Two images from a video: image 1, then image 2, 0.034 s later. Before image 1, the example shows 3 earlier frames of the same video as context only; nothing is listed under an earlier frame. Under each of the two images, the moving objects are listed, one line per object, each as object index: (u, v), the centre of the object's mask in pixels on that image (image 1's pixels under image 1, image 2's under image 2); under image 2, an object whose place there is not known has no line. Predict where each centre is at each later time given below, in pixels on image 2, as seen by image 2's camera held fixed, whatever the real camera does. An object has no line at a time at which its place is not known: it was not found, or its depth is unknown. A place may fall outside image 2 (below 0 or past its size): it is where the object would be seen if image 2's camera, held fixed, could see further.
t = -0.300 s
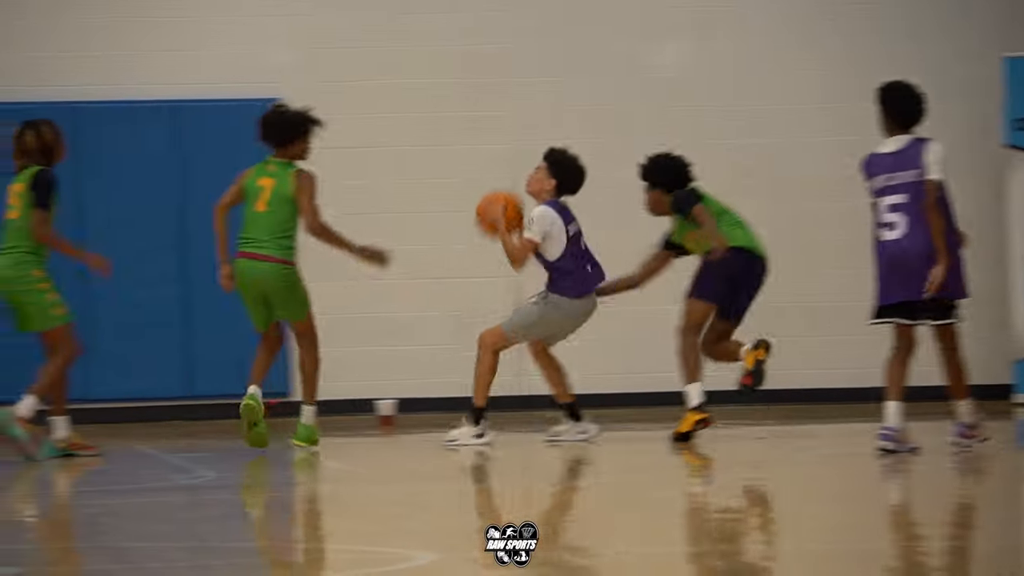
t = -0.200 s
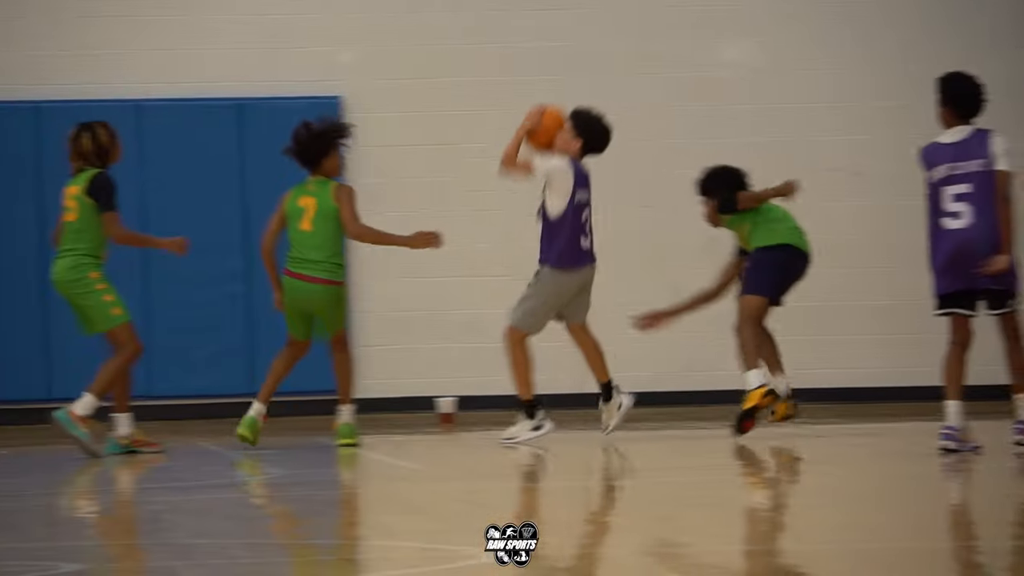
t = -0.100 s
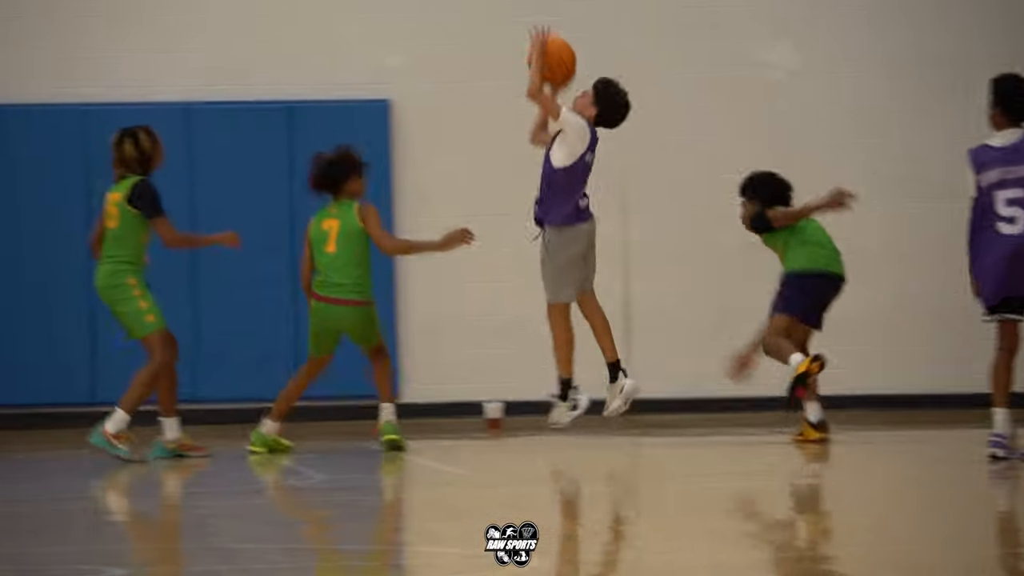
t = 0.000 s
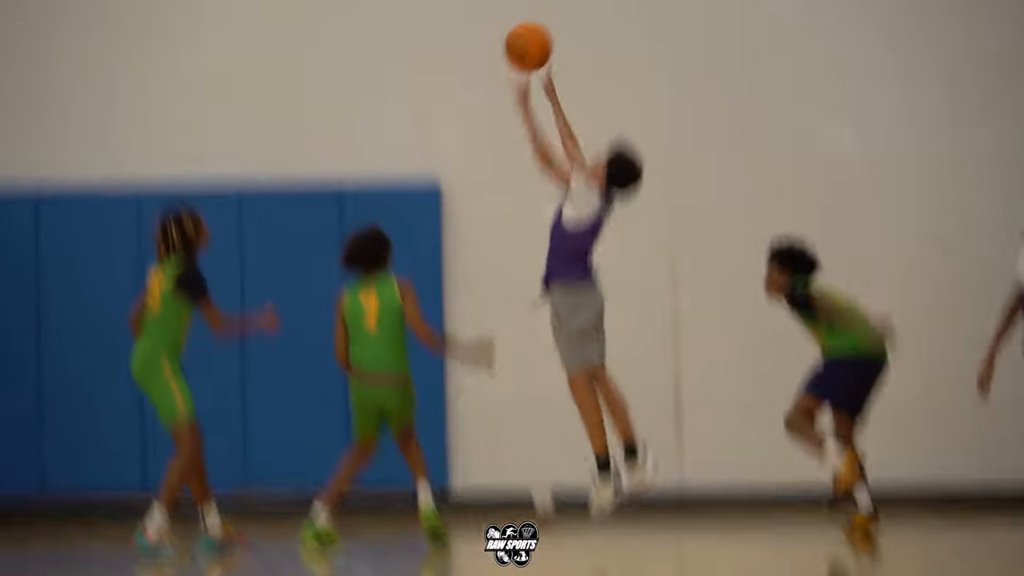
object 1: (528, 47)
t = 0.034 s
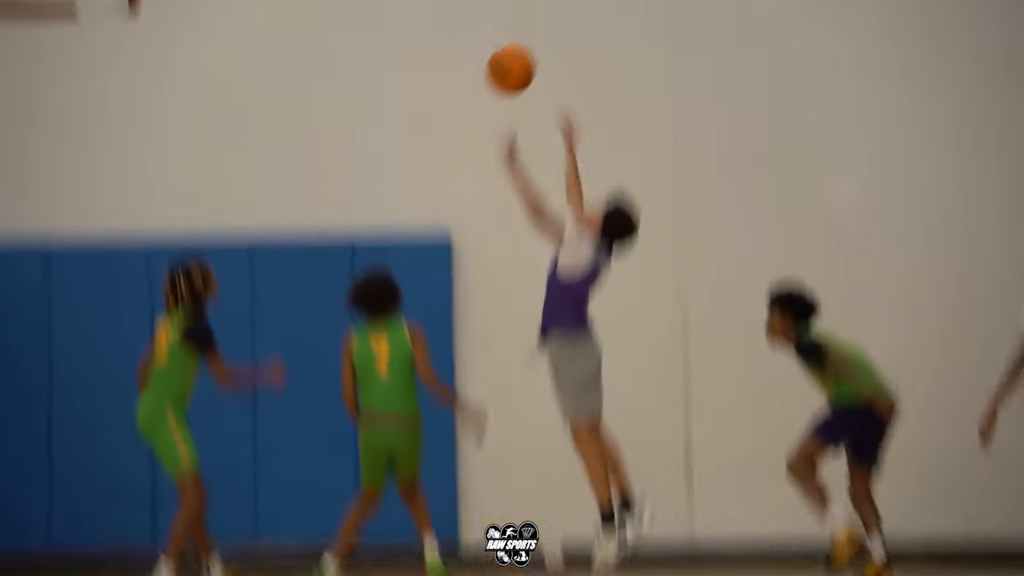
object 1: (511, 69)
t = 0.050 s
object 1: (502, 56)
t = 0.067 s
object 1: (494, 46)
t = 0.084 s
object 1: (483, 34)
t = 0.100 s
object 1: (470, 23)
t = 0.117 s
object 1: (457, 13)
